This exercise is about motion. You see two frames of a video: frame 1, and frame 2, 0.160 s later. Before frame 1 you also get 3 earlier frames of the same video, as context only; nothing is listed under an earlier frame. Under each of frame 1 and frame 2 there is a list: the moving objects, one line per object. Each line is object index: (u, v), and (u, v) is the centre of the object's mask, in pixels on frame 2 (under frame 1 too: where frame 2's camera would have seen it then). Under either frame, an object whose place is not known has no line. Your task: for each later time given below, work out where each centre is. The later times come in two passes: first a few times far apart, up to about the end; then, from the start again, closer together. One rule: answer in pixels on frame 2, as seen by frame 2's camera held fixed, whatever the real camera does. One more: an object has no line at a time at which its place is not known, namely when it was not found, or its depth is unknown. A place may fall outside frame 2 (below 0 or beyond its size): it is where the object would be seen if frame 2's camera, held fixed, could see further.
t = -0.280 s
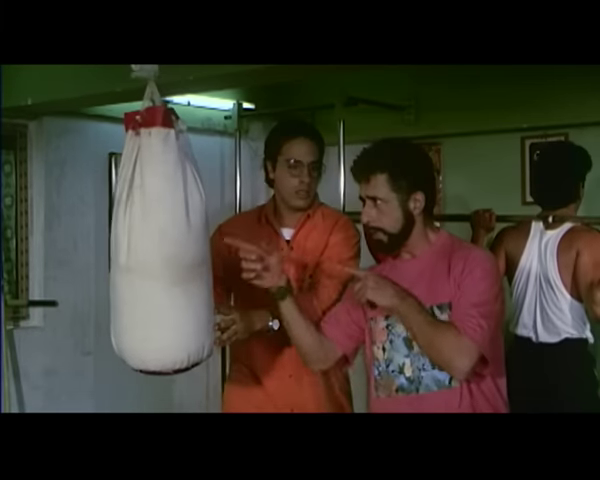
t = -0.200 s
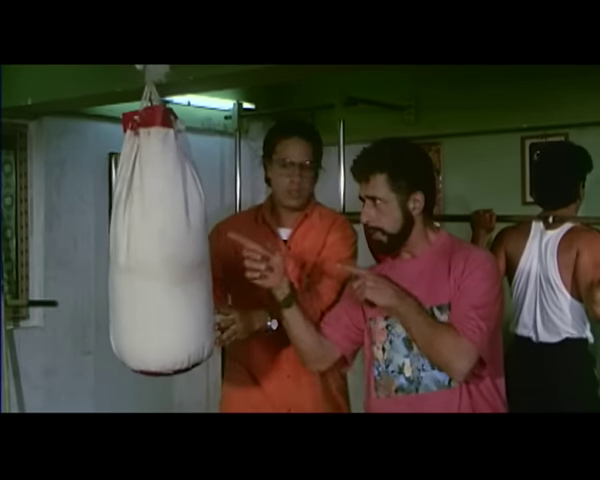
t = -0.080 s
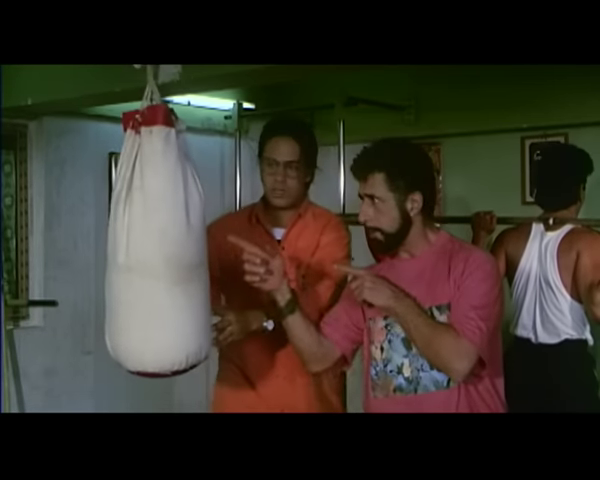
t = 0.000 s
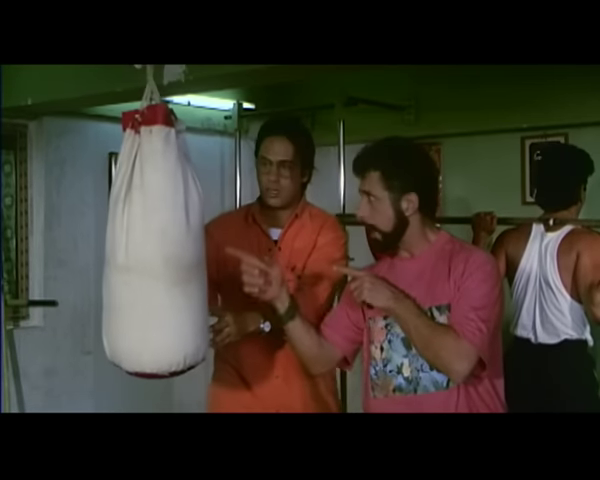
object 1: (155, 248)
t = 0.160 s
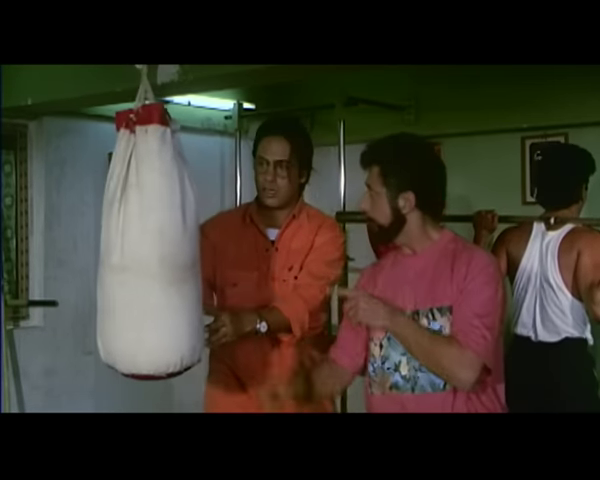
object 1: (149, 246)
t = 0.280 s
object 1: (145, 248)
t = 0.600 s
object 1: (135, 250)
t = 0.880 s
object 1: (131, 251)
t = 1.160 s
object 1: (136, 248)
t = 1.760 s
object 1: (150, 248)
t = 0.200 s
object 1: (147, 246)
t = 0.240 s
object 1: (146, 247)
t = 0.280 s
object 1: (145, 248)
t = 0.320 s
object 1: (143, 249)
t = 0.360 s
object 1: (142, 249)
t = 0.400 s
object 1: (140, 249)
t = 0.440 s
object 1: (139, 249)
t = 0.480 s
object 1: (139, 249)
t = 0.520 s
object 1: (137, 249)
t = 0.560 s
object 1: (136, 249)
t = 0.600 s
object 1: (135, 250)
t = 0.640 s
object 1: (134, 250)
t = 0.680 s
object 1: (134, 249)
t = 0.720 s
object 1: (133, 249)
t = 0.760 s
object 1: (132, 248)
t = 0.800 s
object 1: (132, 251)
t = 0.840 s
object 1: (131, 251)
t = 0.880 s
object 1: (131, 251)
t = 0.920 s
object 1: (132, 252)
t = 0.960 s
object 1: (132, 251)
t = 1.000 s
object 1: (133, 249)
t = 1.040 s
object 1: (134, 249)
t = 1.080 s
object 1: (134, 249)
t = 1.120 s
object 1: (135, 249)
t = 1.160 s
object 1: (136, 248)
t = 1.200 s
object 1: (137, 248)
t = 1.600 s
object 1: (148, 246)
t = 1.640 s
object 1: (149, 247)
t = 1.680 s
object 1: (150, 247)
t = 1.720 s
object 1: (150, 248)
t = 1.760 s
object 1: (150, 248)
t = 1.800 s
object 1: (150, 248)
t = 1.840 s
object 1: (150, 248)
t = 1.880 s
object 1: (150, 248)
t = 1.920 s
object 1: (150, 248)
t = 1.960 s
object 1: (150, 247)
